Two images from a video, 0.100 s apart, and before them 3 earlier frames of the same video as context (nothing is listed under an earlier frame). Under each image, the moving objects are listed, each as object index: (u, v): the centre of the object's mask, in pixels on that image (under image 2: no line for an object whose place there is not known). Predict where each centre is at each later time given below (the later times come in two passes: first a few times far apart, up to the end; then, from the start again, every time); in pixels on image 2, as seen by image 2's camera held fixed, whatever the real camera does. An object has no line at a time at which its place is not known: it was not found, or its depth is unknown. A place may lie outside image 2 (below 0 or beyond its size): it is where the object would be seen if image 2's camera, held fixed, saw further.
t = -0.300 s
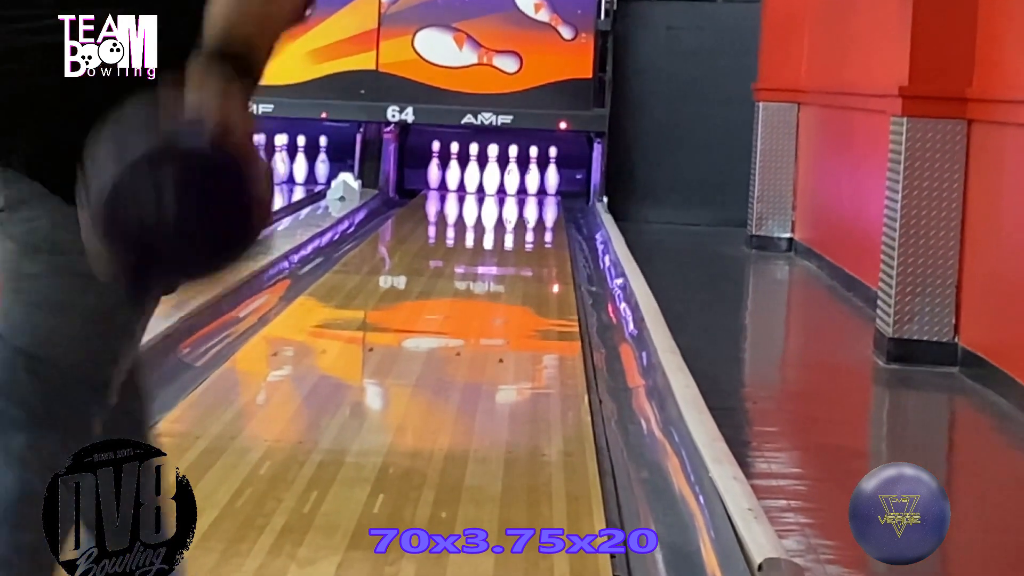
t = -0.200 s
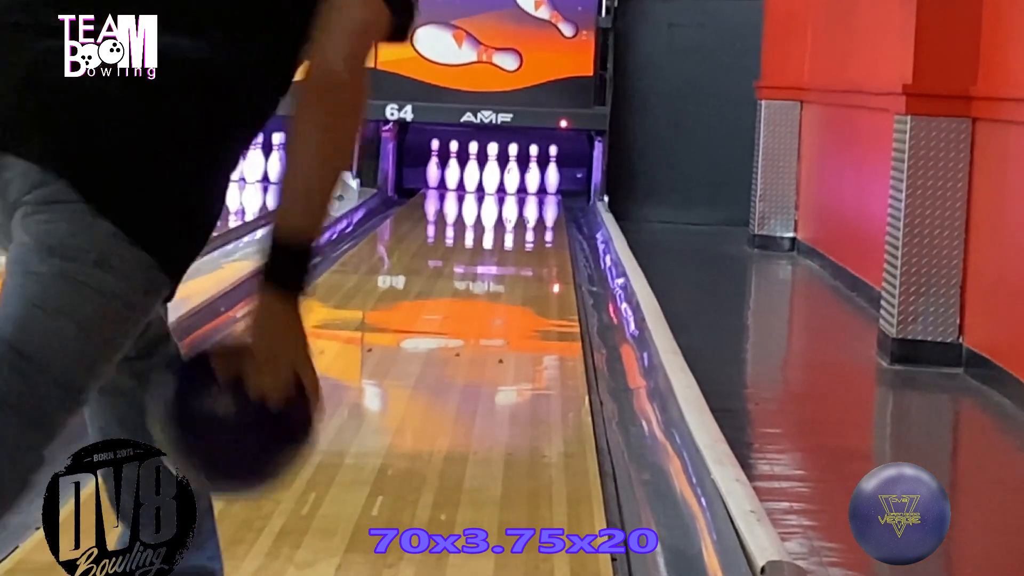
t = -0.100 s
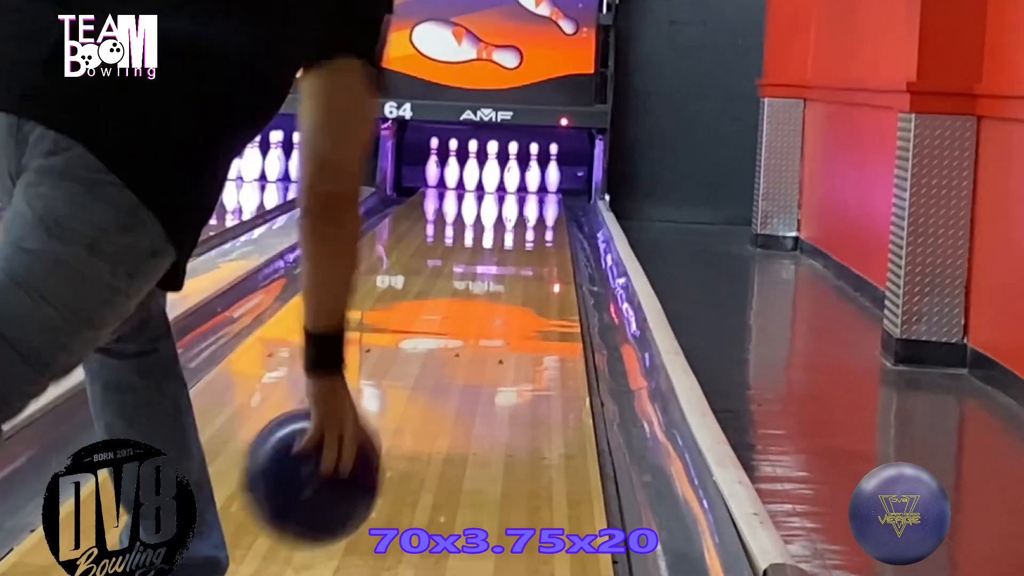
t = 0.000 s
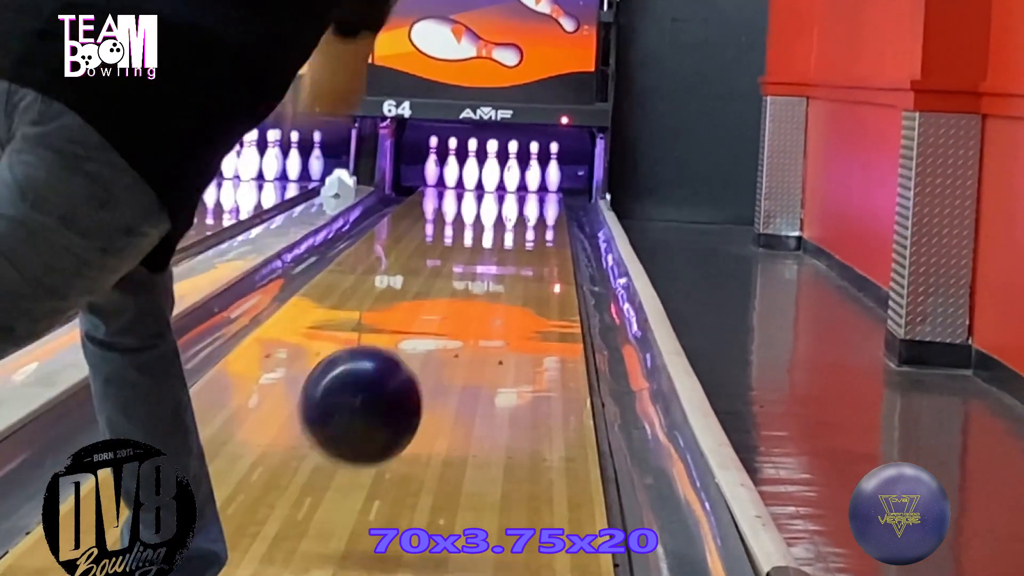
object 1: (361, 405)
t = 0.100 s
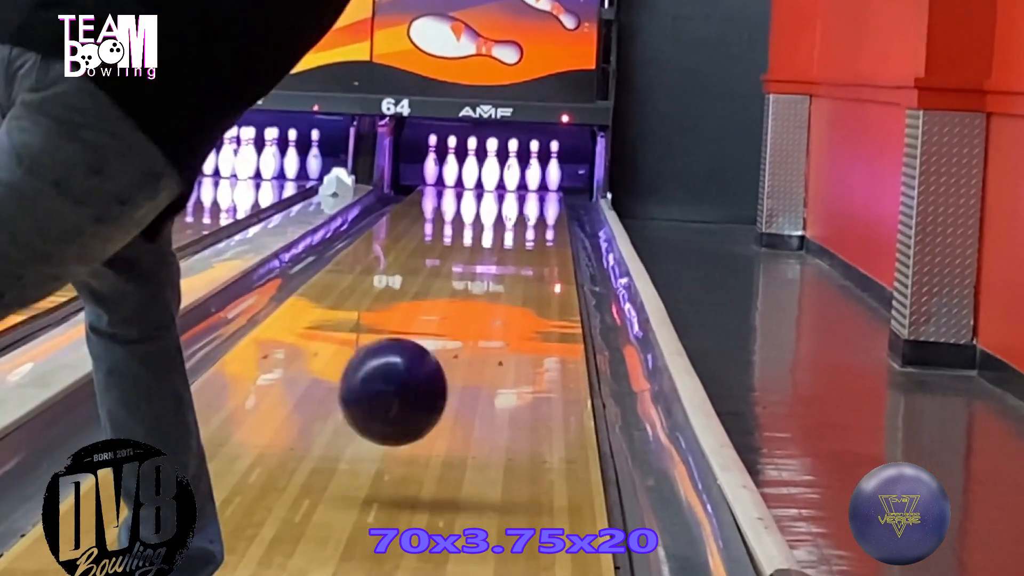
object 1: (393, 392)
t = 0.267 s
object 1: (433, 390)
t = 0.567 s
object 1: (480, 317)
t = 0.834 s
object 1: (506, 276)
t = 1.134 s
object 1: (525, 245)
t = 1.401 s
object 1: (536, 222)
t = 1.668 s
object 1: (541, 205)
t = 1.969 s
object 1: (539, 197)
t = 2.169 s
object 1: (528, 182)
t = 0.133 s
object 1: (402, 398)
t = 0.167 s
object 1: (410, 409)
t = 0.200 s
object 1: (418, 412)
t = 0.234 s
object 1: (426, 401)
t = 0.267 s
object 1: (433, 390)
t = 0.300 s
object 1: (440, 380)
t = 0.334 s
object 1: (446, 371)
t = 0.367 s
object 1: (452, 362)
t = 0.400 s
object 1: (457, 354)
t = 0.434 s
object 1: (463, 345)
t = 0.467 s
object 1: (468, 338)
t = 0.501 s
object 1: (472, 331)
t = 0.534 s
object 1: (476, 324)
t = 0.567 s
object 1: (480, 317)
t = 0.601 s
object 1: (484, 311)
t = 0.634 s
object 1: (488, 306)
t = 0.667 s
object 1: (491, 301)
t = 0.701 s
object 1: (494, 296)
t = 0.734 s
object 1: (497, 291)
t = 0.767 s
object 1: (500, 286)
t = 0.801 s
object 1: (503, 281)
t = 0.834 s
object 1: (506, 276)
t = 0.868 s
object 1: (508, 273)
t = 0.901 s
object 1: (511, 268)
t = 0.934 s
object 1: (513, 265)
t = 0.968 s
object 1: (515, 261)
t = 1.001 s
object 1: (517, 257)
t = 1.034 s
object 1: (520, 254)
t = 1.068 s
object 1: (521, 250)
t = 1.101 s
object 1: (523, 247)
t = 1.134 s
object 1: (525, 245)
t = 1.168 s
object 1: (527, 241)
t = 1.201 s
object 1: (528, 238)
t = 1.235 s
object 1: (530, 235)
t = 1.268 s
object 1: (531, 232)
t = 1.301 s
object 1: (532, 229)
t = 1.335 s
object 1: (534, 227)
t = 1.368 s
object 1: (535, 225)
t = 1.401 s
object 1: (536, 222)
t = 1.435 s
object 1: (537, 220)
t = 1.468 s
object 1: (537, 218)
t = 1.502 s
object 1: (538, 215)
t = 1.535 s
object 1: (539, 213)
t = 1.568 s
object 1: (540, 211)
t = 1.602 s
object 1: (540, 209)
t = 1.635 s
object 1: (540, 207)
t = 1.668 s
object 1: (541, 205)
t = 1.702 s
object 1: (541, 204)
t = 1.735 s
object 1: (541, 202)
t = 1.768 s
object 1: (541, 200)
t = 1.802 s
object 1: (541, 199)
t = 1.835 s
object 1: (540, 197)
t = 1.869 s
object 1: (538, 197)
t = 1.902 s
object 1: (535, 196)
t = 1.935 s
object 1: (535, 199)
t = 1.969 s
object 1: (539, 197)
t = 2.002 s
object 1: (535, 189)
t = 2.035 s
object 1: (535, 187)
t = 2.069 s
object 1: (533, 186)
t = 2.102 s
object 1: (532, 185)
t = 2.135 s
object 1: (530, 183)
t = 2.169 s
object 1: (528, 182)
